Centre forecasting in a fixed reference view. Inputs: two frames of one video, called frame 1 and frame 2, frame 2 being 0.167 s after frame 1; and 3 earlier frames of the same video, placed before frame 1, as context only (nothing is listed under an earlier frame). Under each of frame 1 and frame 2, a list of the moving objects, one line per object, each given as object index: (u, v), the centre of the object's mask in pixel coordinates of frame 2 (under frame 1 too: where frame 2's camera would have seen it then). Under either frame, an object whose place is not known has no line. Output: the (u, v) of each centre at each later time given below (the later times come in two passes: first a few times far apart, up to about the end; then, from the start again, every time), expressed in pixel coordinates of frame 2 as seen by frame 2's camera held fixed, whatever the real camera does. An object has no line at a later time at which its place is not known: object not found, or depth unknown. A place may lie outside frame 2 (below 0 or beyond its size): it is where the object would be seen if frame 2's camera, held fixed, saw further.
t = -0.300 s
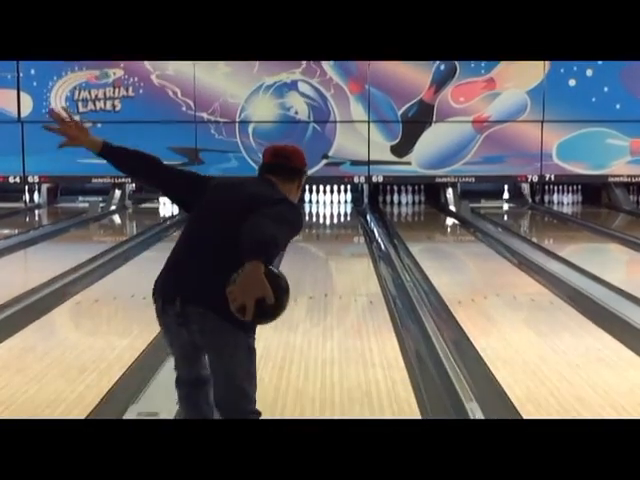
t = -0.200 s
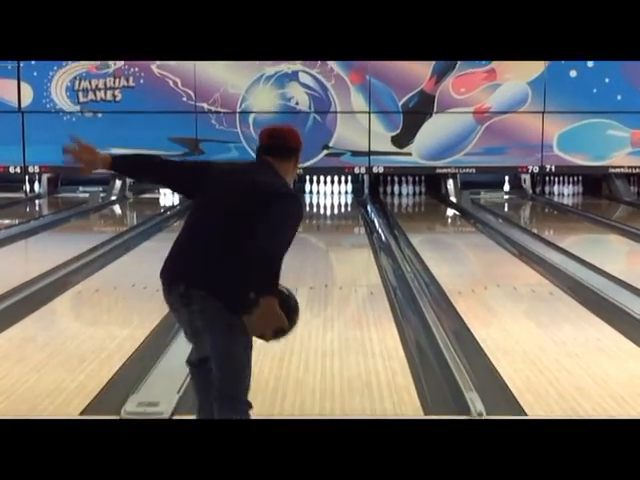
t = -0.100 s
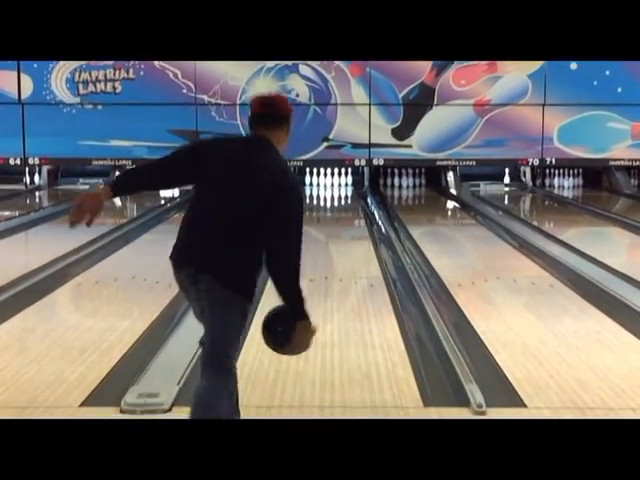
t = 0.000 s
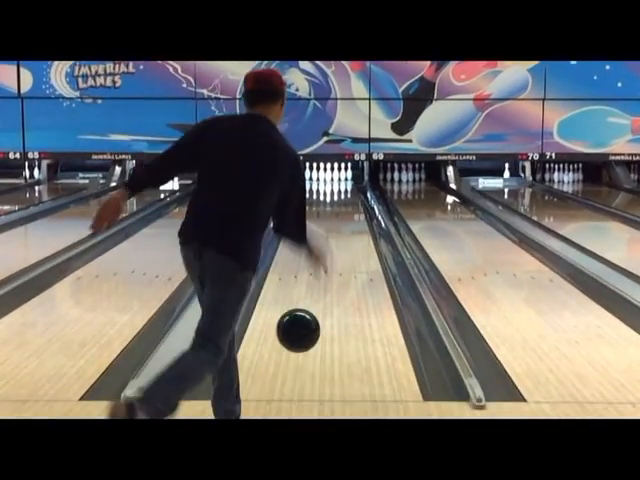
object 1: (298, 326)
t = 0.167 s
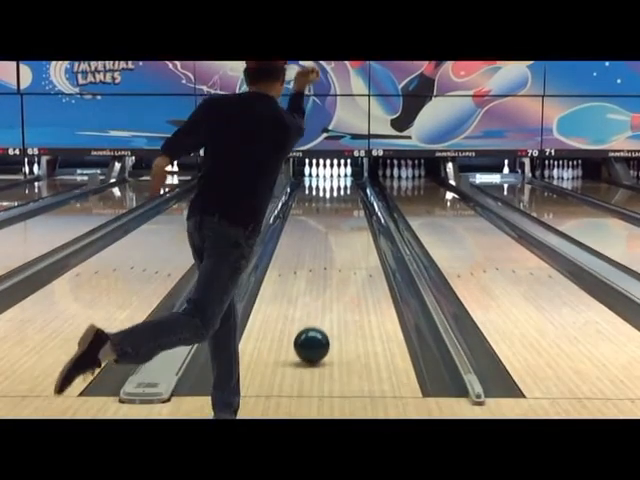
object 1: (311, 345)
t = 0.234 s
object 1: (316, 328)
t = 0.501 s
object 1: (328, 286)
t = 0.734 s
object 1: (335, 259)
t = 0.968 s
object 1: (339, 240)
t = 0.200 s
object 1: (314, 335)
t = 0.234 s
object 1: (316, 328)
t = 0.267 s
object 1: (318, 323)
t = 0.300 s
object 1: (319, 318)
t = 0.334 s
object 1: (321, 312)
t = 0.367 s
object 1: (323, 306)
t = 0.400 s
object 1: (324, 300)
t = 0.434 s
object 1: (326, 295)
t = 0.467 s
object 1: (327, 291)
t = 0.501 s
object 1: (328, 286)
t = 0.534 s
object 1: (329, 281)
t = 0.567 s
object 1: (330, 277)
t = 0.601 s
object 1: (331, 273)
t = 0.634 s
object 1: (332, 269)
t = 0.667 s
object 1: (333, 266)
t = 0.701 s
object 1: (334, 262)
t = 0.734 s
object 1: (335, 259)
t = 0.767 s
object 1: (335, 256)
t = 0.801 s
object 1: (336, 252)
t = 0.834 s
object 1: (337, 250)
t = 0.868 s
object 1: (337, 247)
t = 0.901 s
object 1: (338, 244)
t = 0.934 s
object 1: (339, 242)
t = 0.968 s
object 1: (339, 240)
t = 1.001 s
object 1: (340, 237)
